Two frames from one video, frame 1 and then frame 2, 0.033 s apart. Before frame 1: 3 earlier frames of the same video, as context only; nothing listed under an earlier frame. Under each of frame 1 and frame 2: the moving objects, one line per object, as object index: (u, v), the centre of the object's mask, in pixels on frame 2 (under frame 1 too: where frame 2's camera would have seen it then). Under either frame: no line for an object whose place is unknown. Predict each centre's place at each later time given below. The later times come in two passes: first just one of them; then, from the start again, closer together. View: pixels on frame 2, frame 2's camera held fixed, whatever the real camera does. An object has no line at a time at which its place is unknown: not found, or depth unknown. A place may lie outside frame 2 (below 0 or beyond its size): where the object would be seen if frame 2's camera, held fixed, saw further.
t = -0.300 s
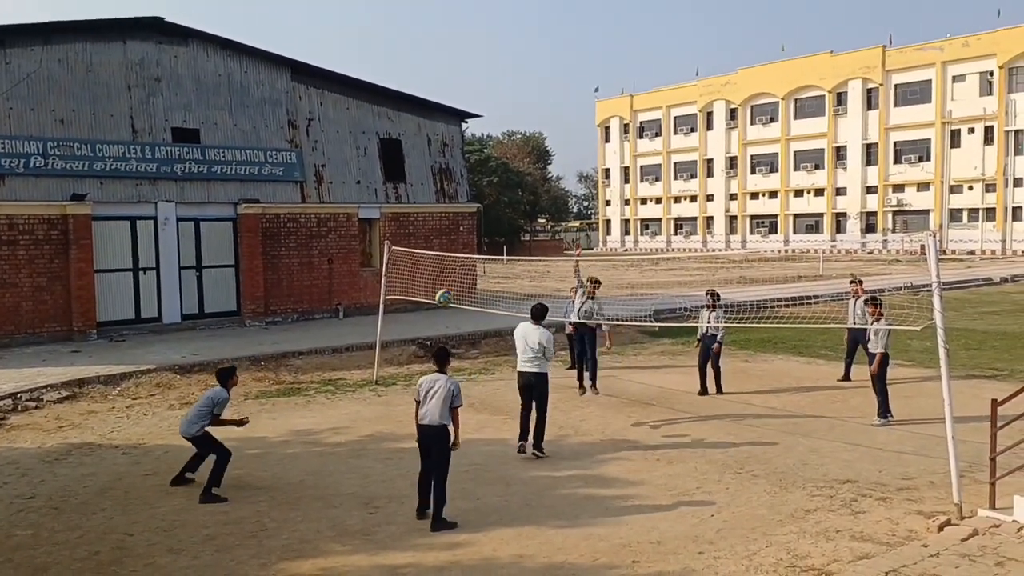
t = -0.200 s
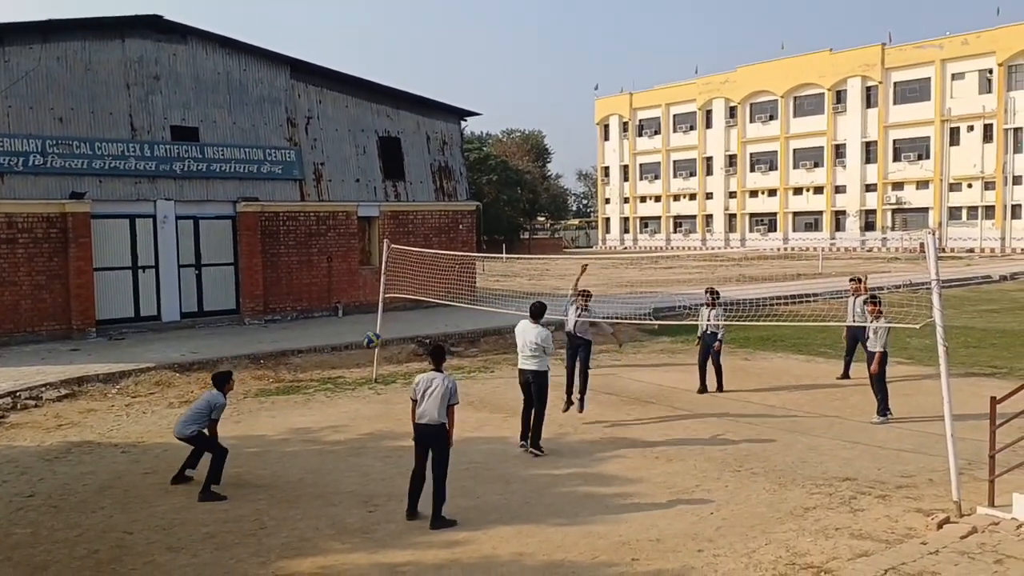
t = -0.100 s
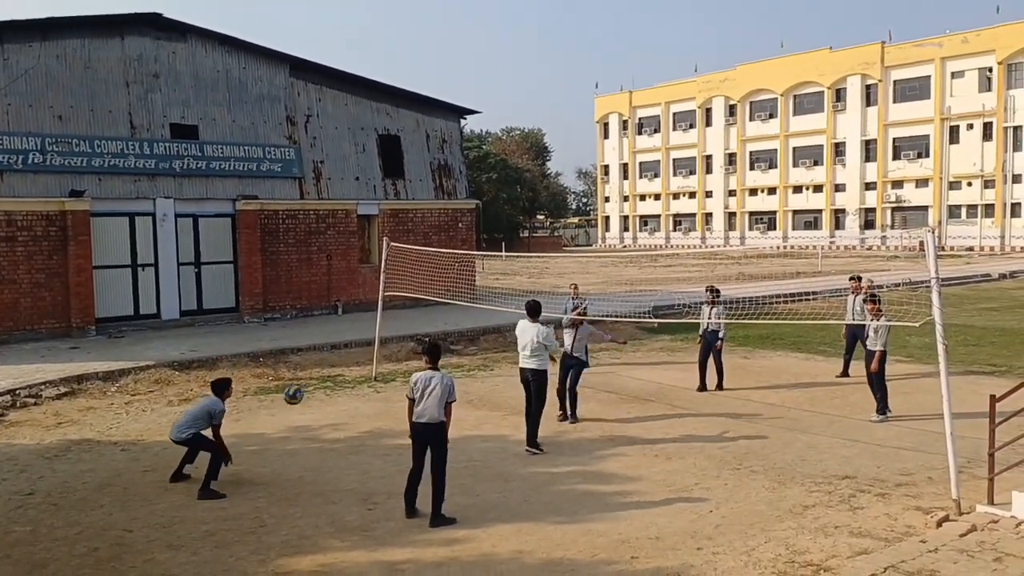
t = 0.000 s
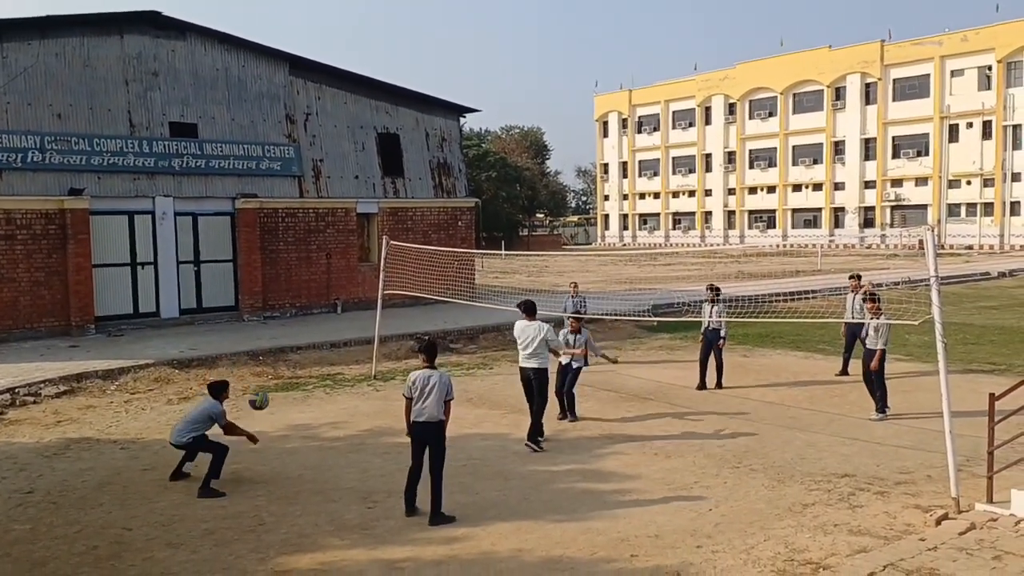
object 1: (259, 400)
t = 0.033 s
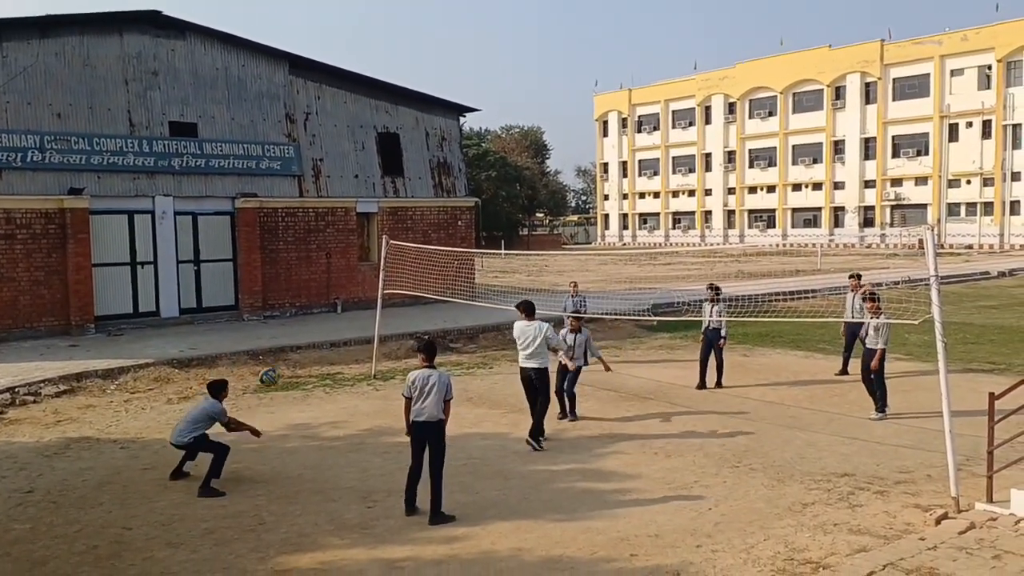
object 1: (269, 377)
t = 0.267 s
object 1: (336, 242)
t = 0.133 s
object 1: (299, 312)
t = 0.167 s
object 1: (309, 293)
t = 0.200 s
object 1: (318, 275)
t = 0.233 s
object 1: (327, 258)
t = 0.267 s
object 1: (336, 242)
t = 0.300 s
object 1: (345, 226)
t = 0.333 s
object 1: (353, 212)
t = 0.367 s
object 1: (362, 199)
